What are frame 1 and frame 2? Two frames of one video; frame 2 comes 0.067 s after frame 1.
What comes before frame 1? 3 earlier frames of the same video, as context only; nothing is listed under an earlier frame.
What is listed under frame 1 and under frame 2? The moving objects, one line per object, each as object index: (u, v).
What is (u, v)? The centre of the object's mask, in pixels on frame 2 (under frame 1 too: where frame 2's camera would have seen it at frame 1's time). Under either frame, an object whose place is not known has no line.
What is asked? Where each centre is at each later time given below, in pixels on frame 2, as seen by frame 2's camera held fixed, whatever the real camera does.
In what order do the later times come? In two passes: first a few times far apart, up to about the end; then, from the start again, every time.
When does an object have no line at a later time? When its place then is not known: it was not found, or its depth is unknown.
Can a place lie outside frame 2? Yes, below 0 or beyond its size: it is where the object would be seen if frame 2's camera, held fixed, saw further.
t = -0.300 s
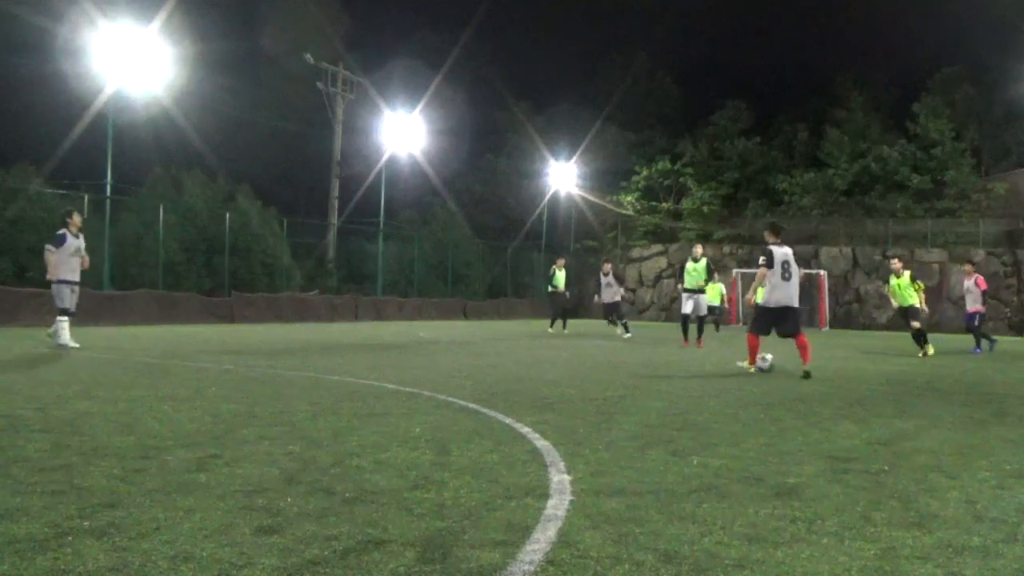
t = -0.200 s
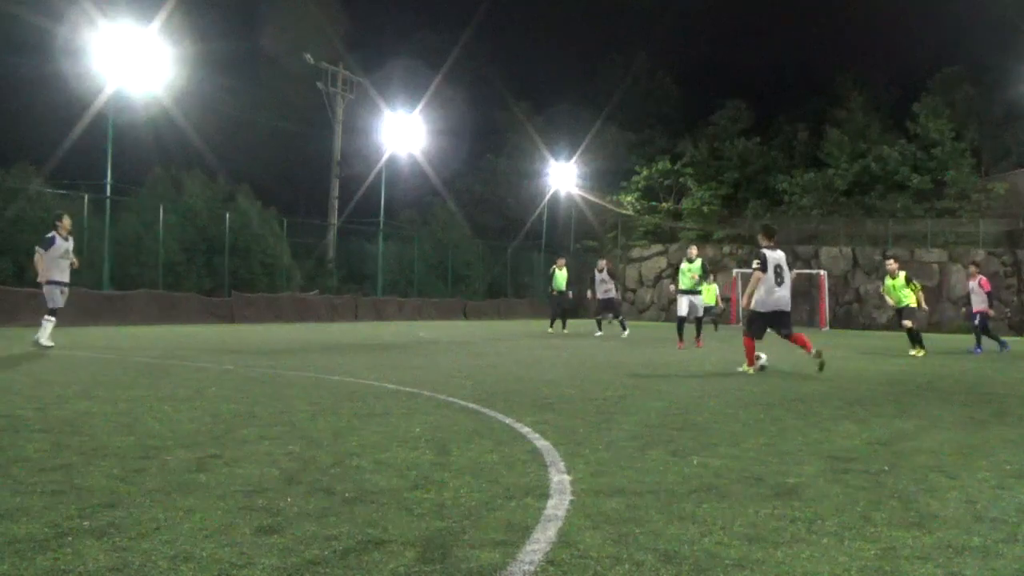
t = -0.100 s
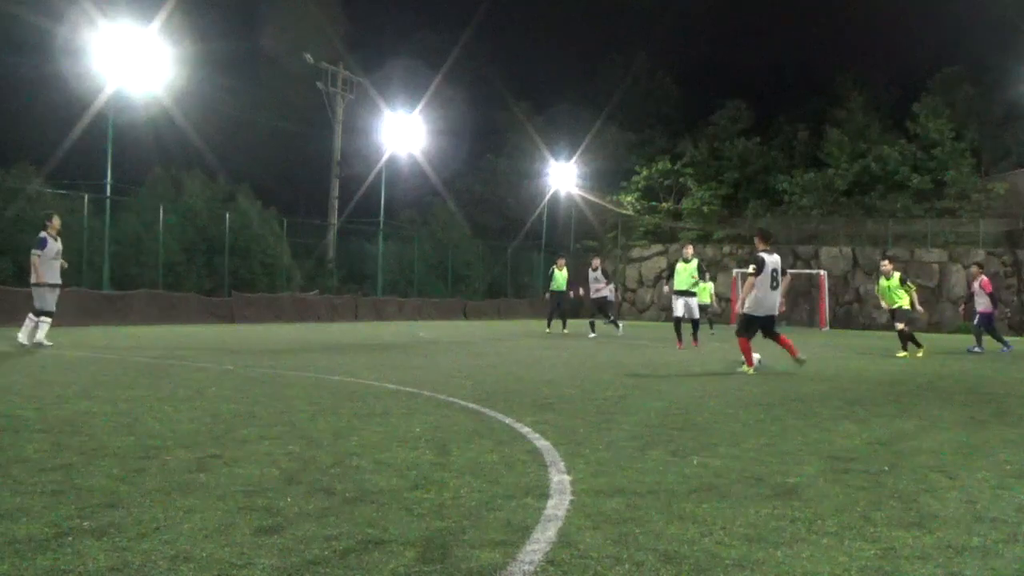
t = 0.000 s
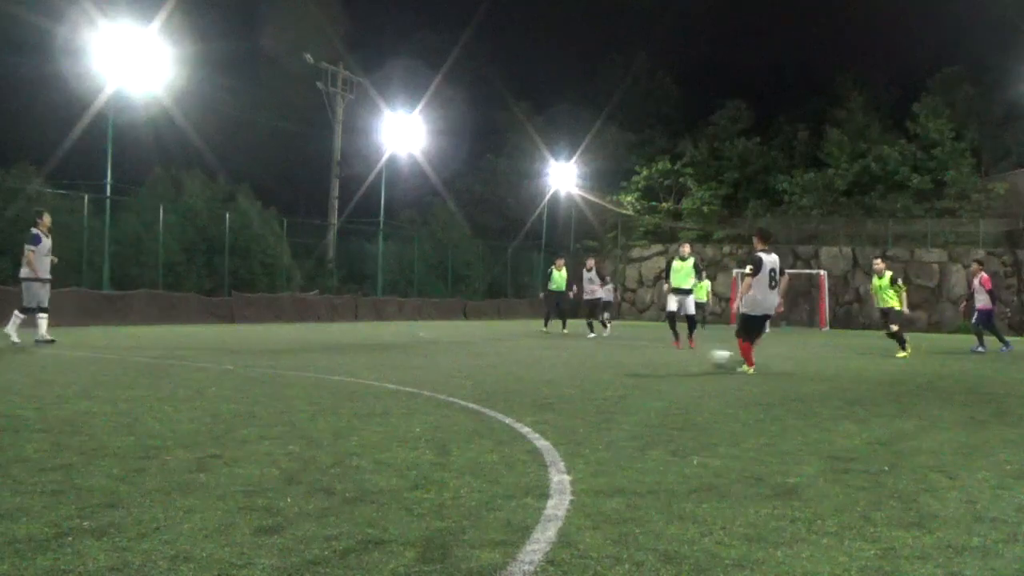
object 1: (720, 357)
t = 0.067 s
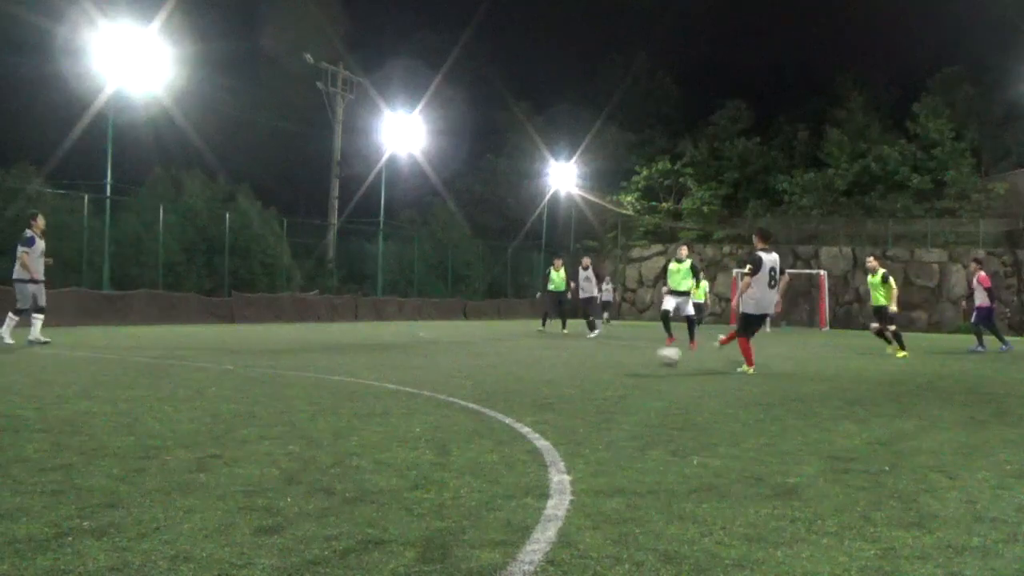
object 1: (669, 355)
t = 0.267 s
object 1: (542, 349)
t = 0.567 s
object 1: (406, 339)
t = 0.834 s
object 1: (312, 336)
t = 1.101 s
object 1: (231, 334)
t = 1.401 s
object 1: (149, 331)
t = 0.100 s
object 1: (645, 354)
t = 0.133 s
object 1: (624, 351)
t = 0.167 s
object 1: (601, 351)
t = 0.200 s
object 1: (580, 350)
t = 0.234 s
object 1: (560, 351)
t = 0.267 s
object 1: (542, 349)
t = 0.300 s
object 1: (523, 349)
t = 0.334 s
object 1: (505, 348)
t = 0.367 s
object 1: (488, 347)
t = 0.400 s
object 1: (474, 345)
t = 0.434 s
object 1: (459, 344)
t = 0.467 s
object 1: (443, 346)
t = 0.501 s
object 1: (430, 345)
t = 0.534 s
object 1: (418, 342)
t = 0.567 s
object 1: (406, 339)
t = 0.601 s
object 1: (393, 338)
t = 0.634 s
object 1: (381, 338)
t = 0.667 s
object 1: (369, 338)
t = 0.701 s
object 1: (358, 339)
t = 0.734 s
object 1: (346, 341)
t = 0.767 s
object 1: (335, 339)
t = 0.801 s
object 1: (324, 337)
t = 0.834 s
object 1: (312, 336)
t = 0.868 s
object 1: (302, 336)
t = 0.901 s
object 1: (291, 338)
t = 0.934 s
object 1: (280, 338)
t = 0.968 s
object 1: (271, 336)
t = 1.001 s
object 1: (262, 334)
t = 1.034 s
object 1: (251, 333)
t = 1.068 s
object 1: (241, 333)
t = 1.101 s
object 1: (231, 334)
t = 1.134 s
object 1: (221, 335)
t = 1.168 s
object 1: (213, 333)
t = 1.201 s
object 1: (202, 331)
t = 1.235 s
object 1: (193, 331)
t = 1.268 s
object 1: (184, 331)
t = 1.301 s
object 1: (175, 333)
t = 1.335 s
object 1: (167, 332)
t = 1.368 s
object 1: (158, 331)
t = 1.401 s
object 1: (149, 331)
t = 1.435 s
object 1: (140, 332)
